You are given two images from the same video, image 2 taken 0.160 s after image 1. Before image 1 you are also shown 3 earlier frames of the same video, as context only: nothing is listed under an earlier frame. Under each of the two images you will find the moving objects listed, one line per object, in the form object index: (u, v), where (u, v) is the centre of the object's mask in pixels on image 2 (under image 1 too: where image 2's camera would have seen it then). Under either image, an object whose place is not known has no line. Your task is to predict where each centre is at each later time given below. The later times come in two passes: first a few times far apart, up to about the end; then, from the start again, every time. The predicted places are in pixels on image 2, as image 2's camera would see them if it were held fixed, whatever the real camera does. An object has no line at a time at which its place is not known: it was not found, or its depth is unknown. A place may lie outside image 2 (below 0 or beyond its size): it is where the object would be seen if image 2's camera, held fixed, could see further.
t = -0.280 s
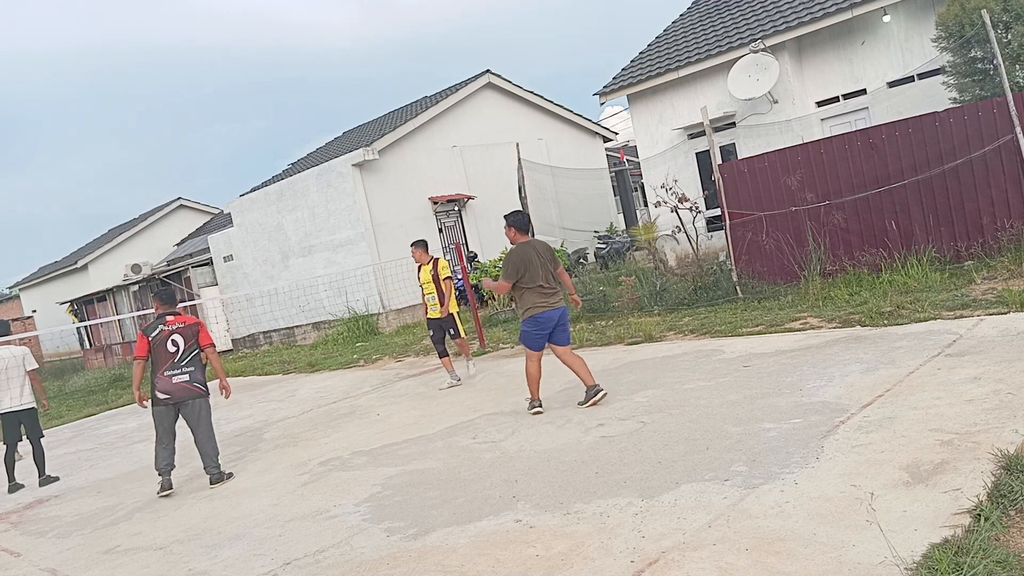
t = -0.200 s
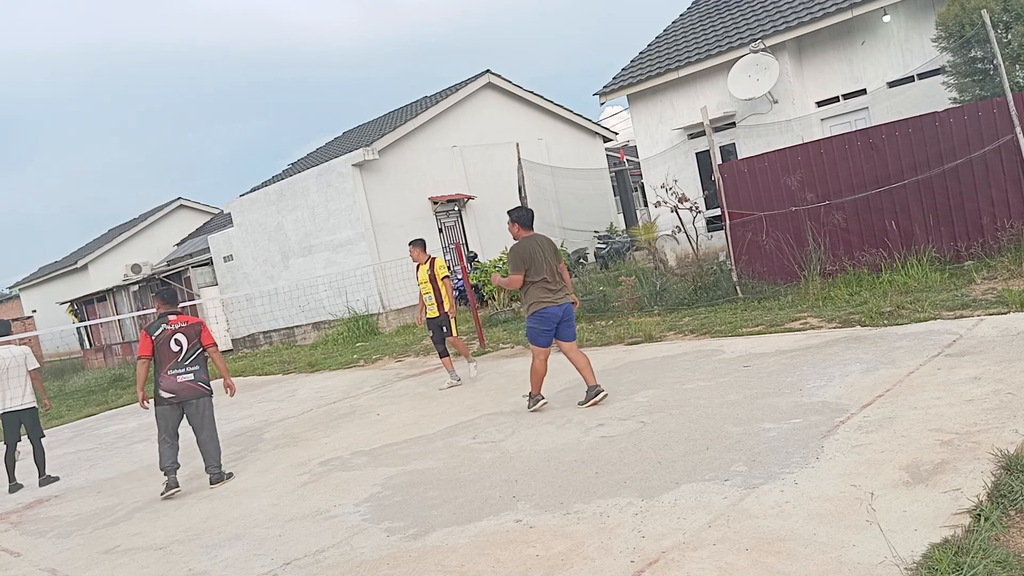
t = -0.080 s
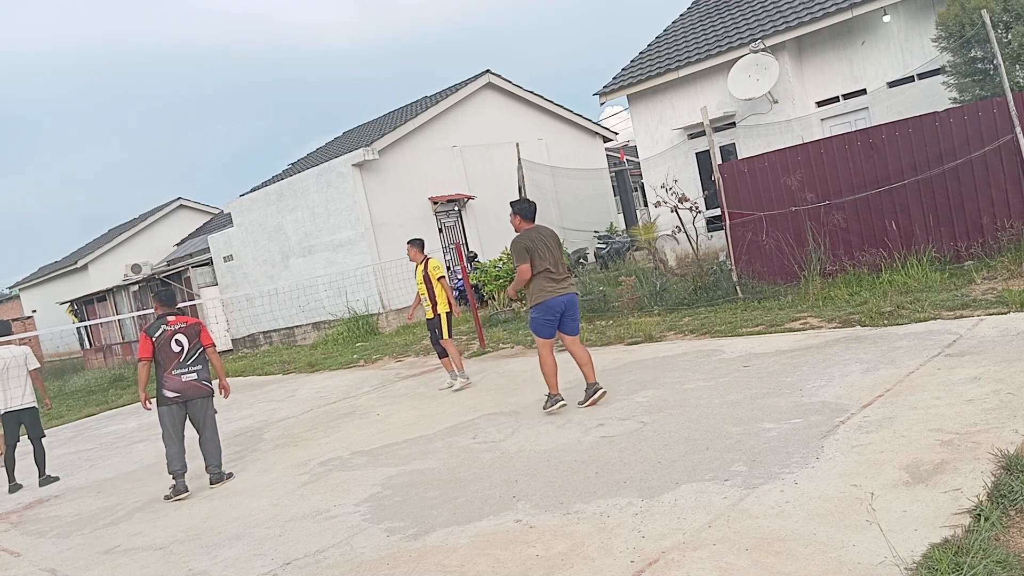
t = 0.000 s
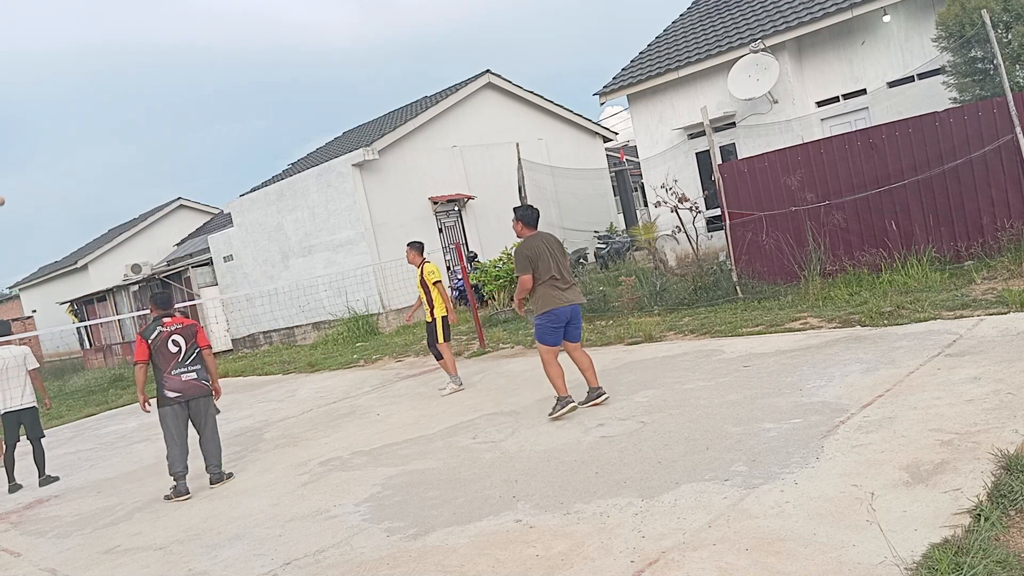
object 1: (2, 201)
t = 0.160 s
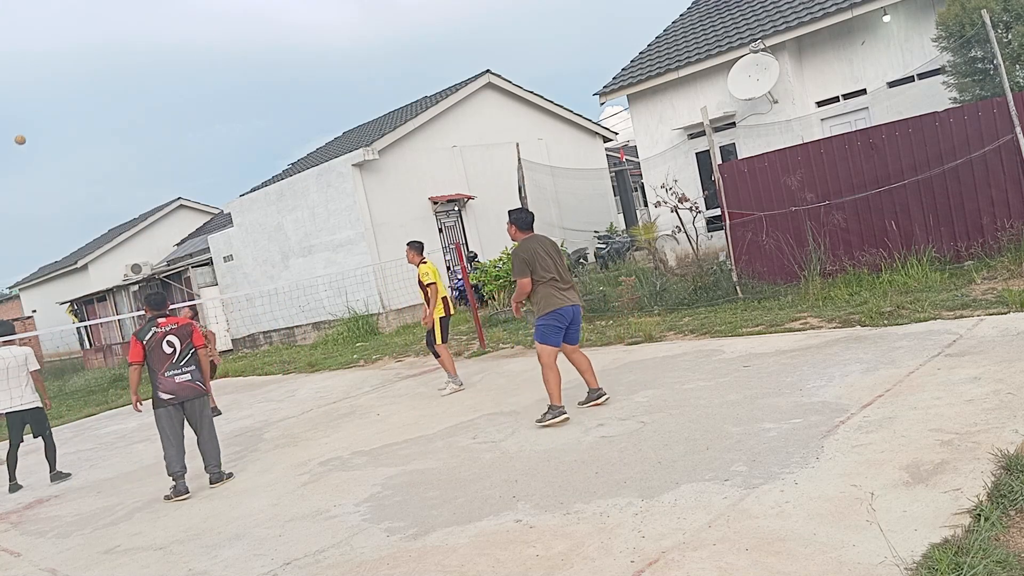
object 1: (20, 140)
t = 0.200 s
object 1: (29, 126)
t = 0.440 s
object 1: (81, 108)
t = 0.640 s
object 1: (144, 164)
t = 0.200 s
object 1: (29, 126)
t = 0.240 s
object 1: (37, 116)
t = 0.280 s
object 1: (42, 112)
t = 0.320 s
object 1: (52, 107)
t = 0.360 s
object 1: (63, 105)
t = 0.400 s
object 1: (69, 105)
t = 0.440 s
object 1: (81, 108)
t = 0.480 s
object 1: (94, 115)
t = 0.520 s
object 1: (107, 124)
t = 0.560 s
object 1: (114, 131)
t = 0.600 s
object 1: (128, 146)
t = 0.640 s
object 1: (144, 164)
